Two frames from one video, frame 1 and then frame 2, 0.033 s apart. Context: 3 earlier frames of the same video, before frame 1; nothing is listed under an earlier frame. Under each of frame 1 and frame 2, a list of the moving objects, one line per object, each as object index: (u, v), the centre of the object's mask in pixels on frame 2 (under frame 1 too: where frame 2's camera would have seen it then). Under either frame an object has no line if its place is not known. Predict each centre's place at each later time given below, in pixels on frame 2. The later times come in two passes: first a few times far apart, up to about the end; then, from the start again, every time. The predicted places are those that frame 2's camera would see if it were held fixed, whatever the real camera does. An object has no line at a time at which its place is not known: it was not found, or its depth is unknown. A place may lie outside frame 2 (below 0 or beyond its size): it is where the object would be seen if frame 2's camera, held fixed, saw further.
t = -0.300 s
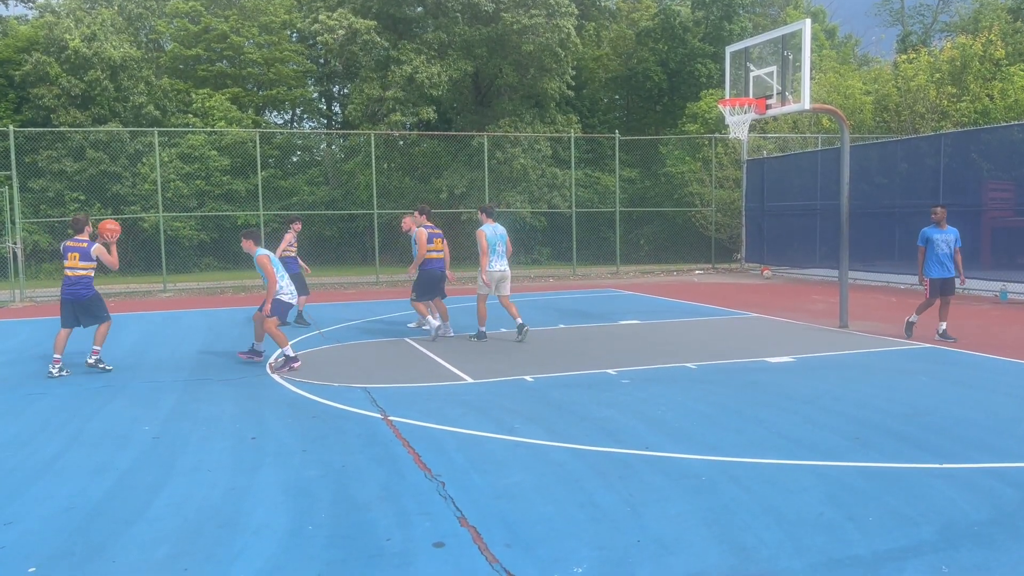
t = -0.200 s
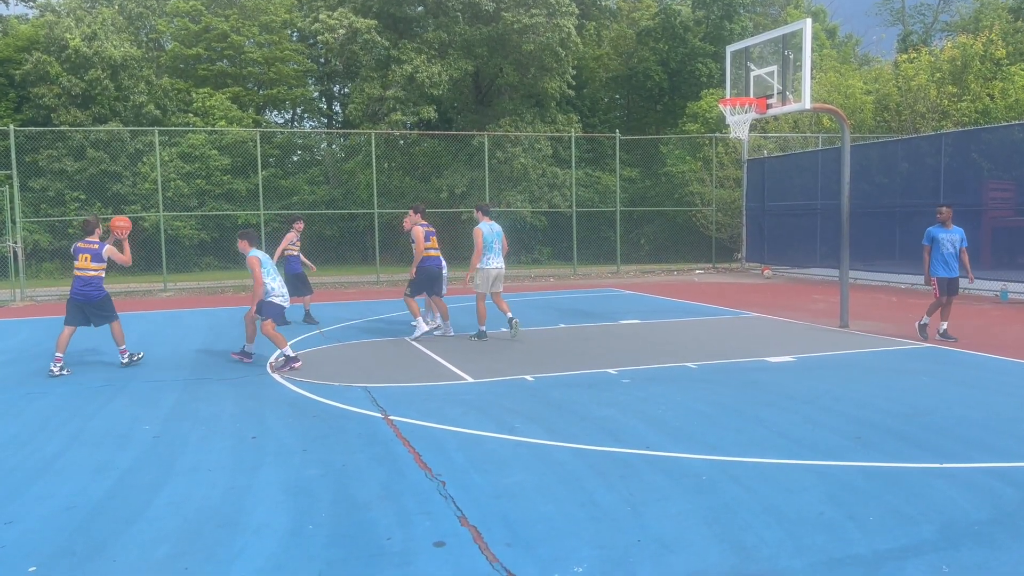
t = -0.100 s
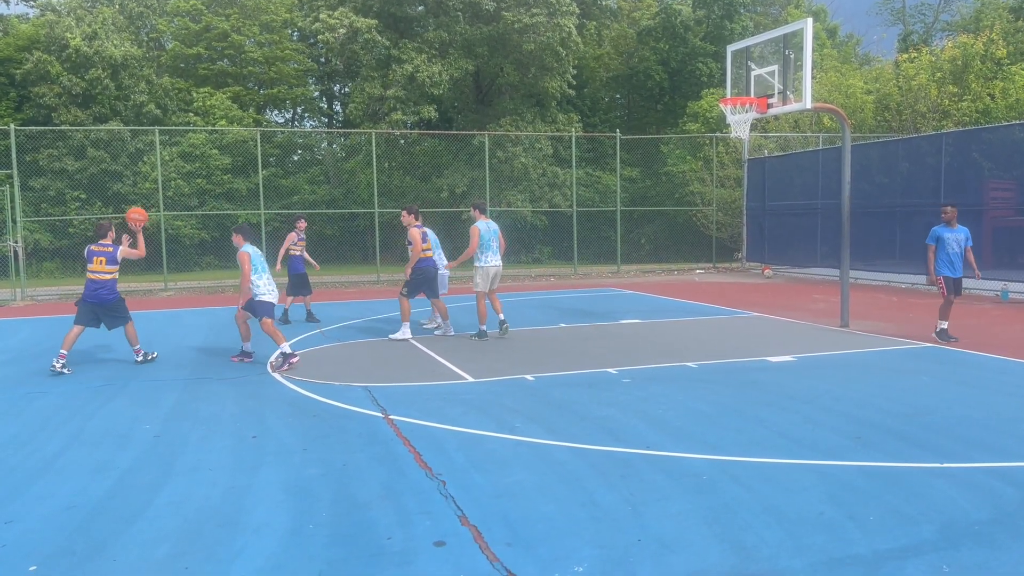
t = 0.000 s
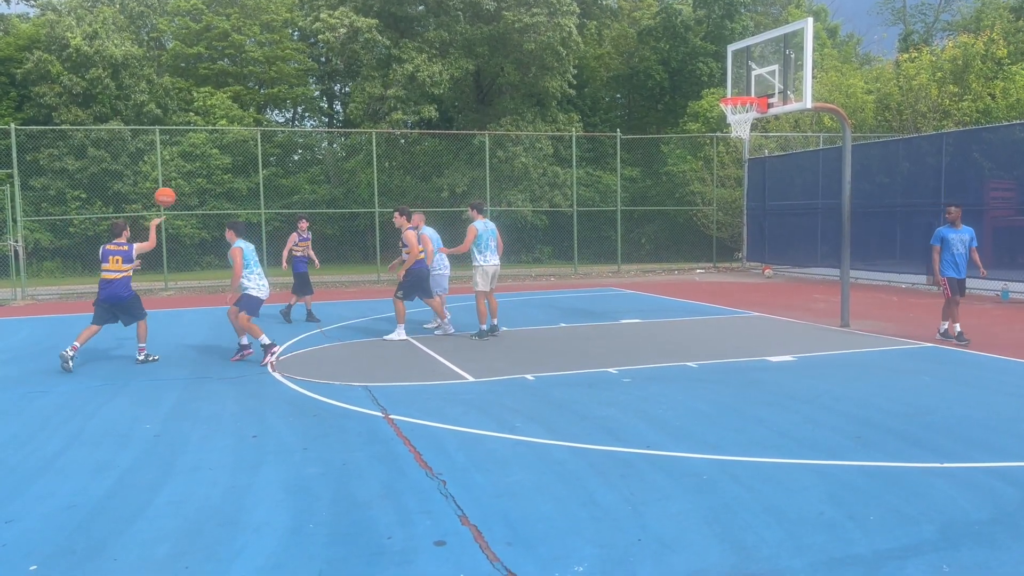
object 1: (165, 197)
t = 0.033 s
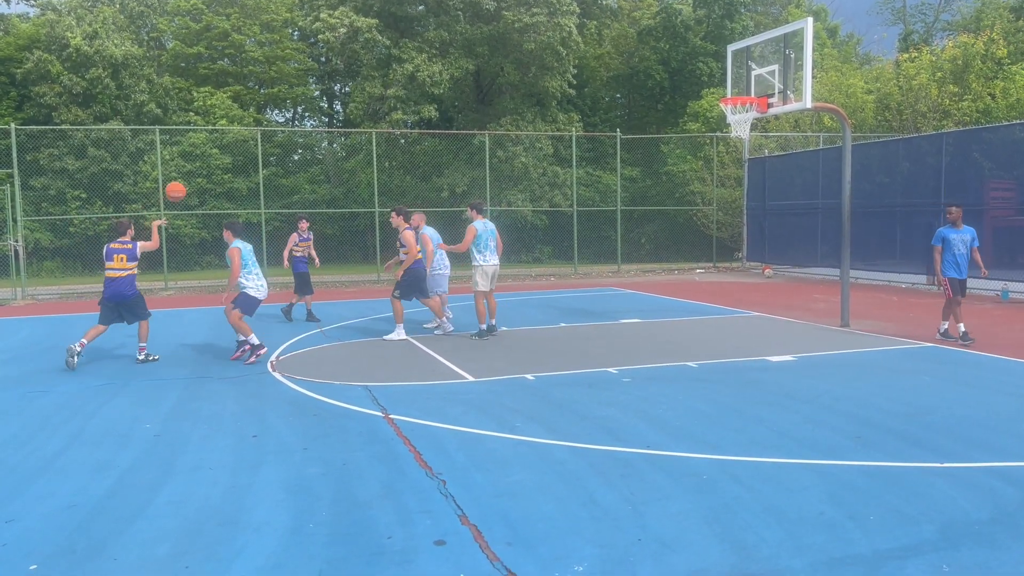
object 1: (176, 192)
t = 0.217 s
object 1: (226, 179)
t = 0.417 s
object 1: (275, 193)
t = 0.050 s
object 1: (180, 189)
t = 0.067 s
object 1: (185, 187)
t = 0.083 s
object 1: (190, 185)
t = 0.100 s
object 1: (195, 184)
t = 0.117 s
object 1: (200, 182)
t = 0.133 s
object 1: (204, 181)
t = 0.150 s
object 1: (209, 180)
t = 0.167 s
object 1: (213, 179)
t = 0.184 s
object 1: (218, 179)
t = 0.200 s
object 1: (222, 179)
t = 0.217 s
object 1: (226, 179)
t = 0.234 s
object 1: (231, 179)
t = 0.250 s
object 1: (235, 179)
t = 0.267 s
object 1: (240, 180)
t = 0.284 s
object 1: (244, 181)
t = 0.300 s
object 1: (248, 181)
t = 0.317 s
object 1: (252, 182)
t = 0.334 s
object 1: (256, 184)
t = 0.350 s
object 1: (260, 185)
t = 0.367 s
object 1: (264, 187)
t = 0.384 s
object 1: (268, 189)
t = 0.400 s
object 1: (271, 191)
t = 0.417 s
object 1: (275, 193)
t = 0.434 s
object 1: (279, 195)
